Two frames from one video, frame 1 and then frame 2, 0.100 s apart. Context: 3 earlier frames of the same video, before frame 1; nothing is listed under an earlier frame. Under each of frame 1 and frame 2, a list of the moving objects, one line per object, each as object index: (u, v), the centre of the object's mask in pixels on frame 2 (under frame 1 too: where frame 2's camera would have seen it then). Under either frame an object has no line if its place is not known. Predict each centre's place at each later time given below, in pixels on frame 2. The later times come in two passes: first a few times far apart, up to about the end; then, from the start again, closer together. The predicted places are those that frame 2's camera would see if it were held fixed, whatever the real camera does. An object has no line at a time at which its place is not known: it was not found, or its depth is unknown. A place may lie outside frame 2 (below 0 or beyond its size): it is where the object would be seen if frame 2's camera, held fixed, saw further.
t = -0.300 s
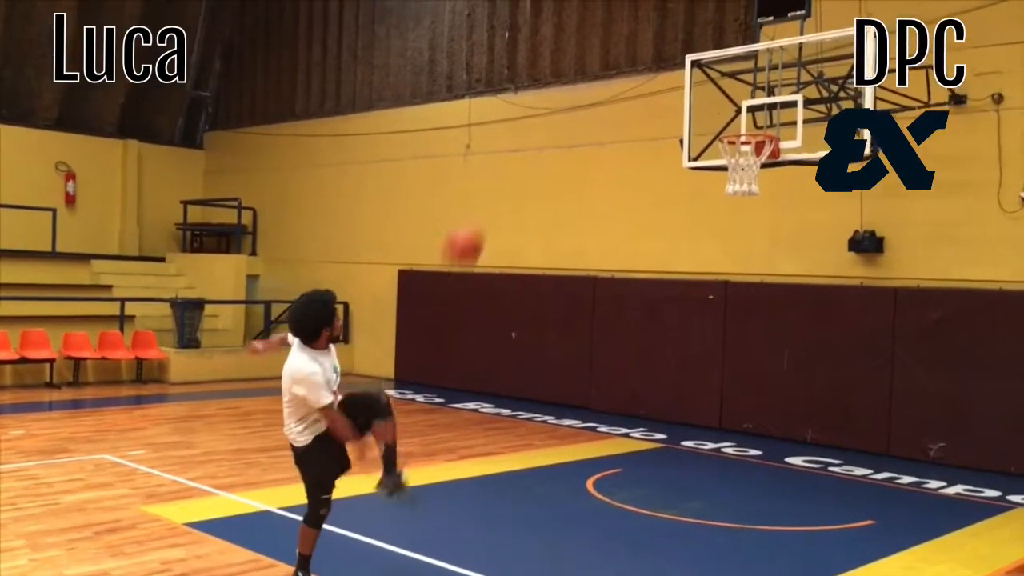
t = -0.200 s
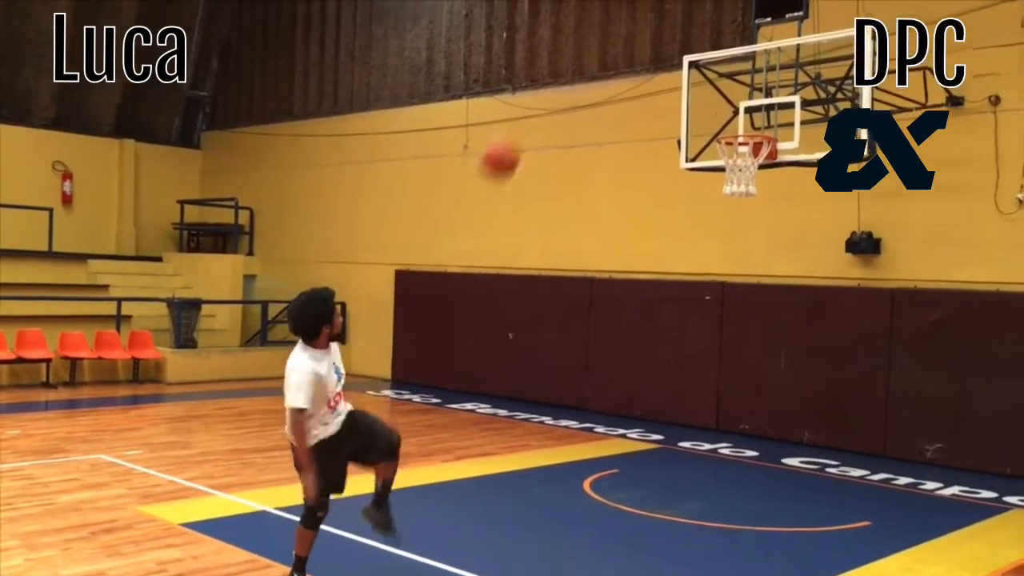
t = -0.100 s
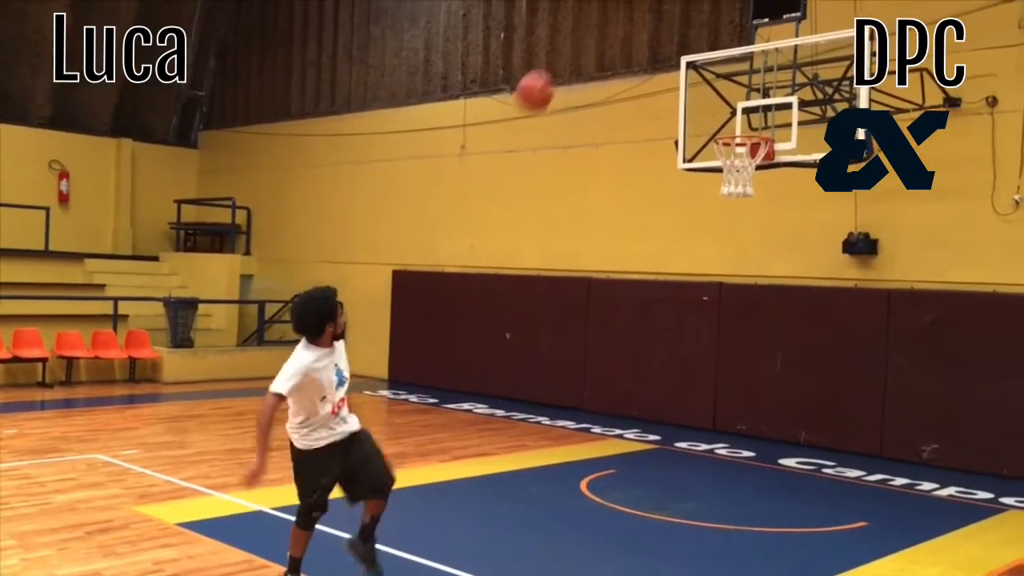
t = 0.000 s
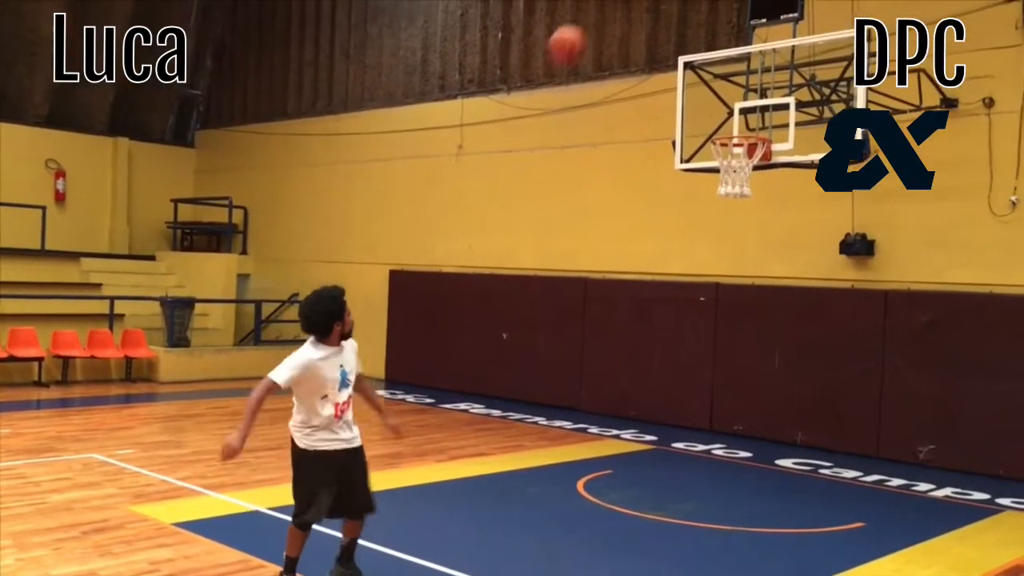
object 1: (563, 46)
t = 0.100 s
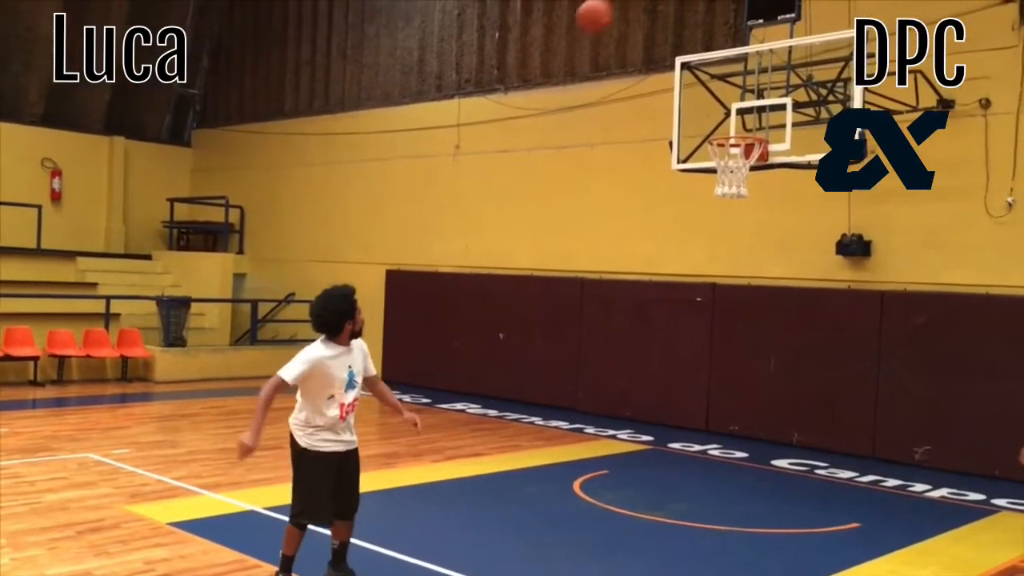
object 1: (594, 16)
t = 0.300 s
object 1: (649, 9)
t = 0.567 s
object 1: (707, 67)
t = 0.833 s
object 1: (754, 96)
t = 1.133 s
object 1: (800, 98)
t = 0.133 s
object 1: (604, 12)
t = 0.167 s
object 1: (614, 10)
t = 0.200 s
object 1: (624, 9)
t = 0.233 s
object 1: (632, 8)
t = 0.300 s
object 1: (649, 9)
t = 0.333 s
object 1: (657, 10)
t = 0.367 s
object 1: (665, 12)
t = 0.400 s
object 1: (673, 17)
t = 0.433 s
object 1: (681, 24)
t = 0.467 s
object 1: (688, 32)
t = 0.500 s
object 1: (694, 41)
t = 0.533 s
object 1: (702, 53)
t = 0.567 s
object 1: (707, 67)
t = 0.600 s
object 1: (714, 79)
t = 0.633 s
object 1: (720, 93)
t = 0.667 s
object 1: (726, 110)
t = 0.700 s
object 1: (733, 125)
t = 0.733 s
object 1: (737, 119)
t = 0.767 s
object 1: (743, 110)
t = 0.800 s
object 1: (749, 103)
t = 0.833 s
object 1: (754, 96)
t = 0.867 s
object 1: (758, 91)
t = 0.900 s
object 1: (764, 88)
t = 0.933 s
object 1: (770, 85)
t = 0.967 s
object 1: (775, 84)
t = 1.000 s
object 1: (779, 83)
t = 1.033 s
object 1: (785, 86)
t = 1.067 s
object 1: (790, 87)
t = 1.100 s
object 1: (795, 92)
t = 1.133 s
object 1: (800, 98)
